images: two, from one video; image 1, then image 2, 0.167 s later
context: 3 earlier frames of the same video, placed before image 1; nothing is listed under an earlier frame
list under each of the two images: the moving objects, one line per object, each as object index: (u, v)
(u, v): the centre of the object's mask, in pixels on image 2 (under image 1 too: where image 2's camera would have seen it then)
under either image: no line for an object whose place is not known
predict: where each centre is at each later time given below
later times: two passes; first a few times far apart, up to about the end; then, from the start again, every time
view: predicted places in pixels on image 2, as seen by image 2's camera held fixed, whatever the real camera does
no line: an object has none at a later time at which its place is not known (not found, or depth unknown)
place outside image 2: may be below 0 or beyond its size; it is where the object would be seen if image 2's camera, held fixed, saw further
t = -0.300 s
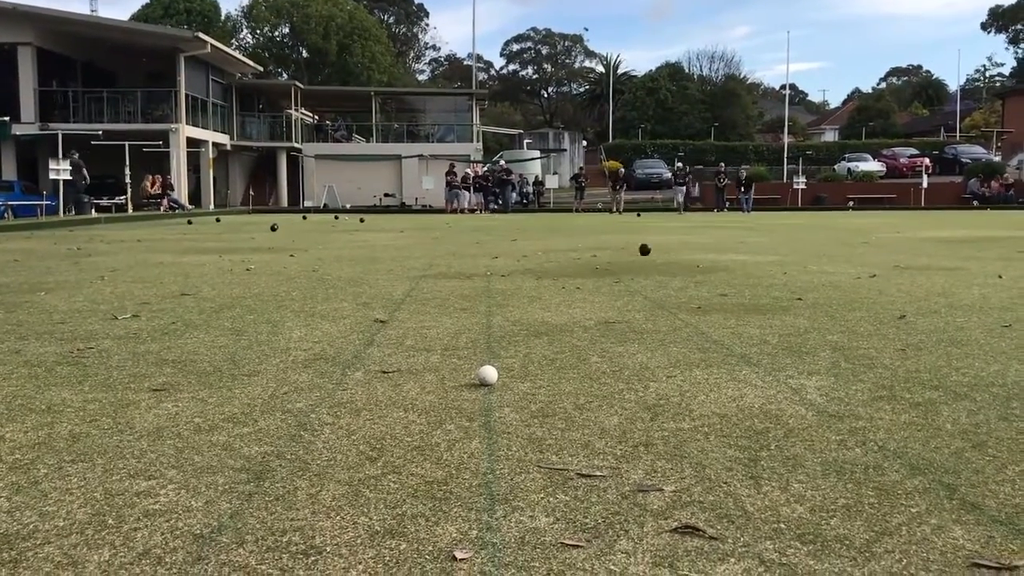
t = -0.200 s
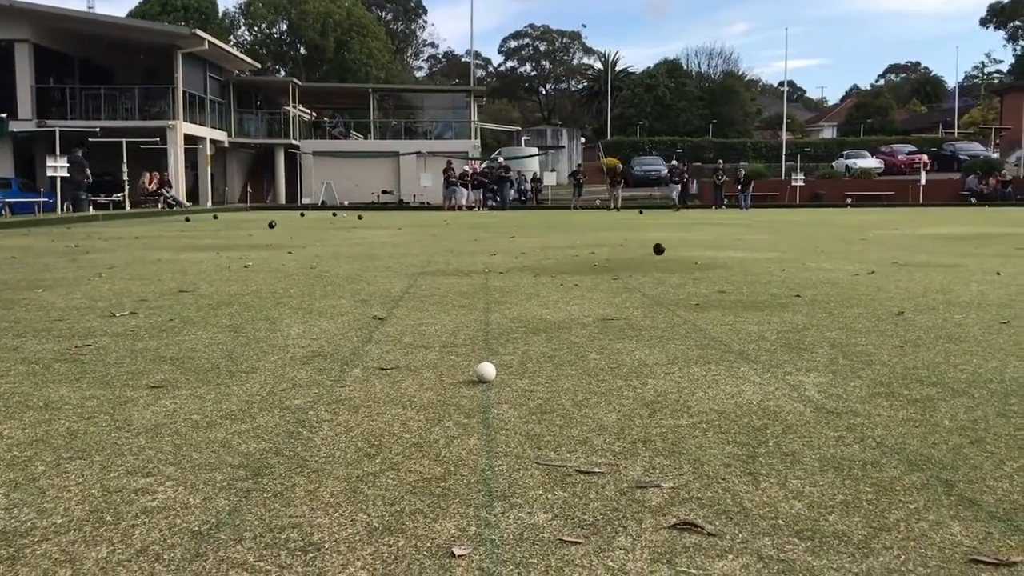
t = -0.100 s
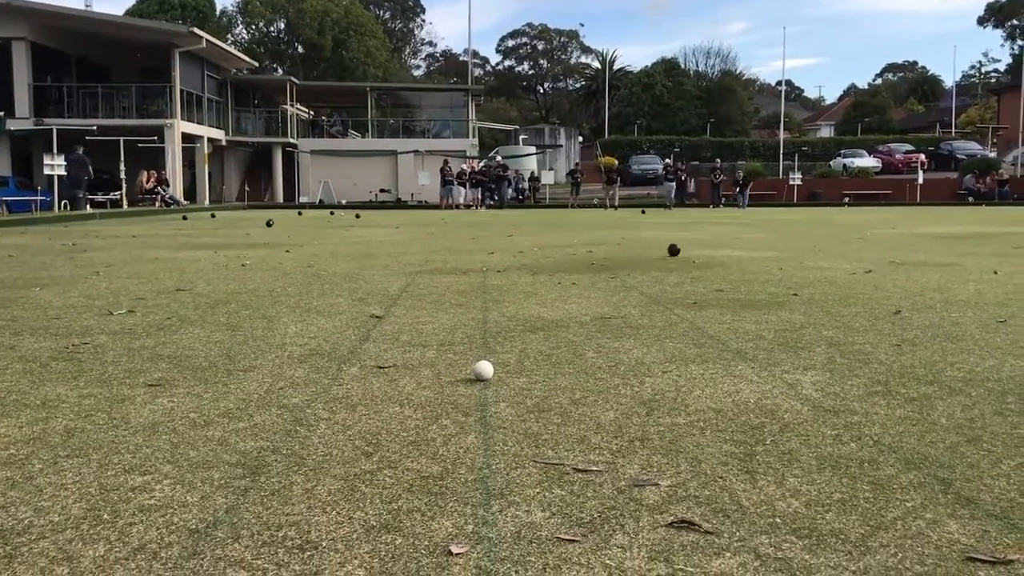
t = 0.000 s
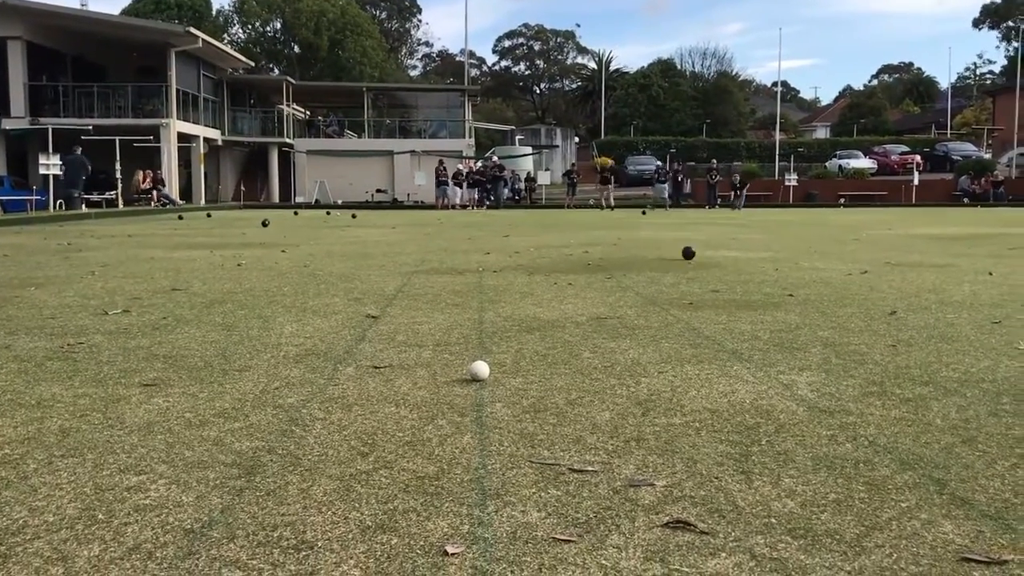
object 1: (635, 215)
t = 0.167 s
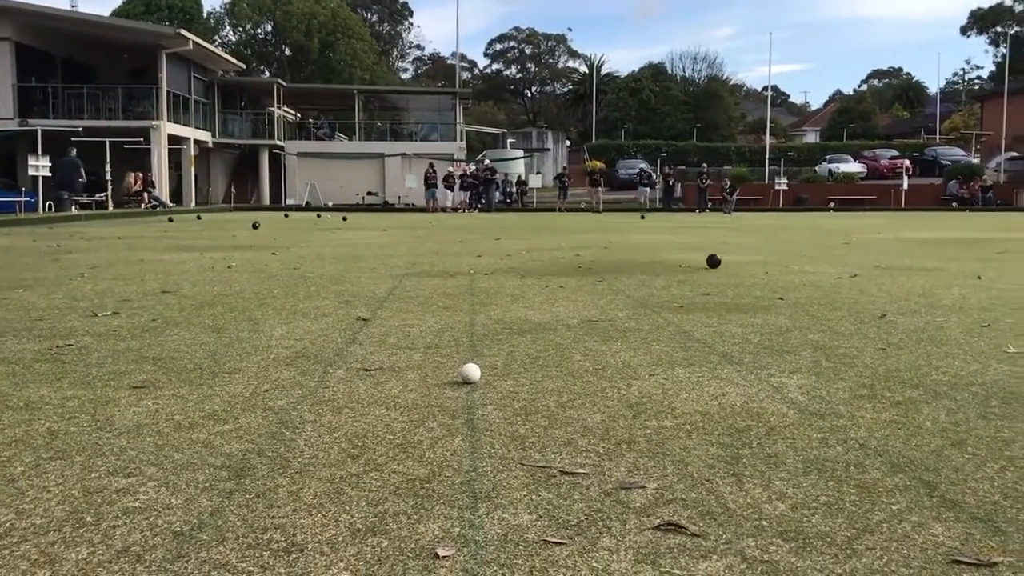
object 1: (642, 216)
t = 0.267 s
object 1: (646, 217)
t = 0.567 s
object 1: (662, 219)
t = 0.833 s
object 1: (676, 221)
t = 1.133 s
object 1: (694, 224)
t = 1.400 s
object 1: (708, 226)
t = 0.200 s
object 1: (644, 216)
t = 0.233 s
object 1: (645, 216)
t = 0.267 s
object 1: (646, 217)
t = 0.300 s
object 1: (648, 217)
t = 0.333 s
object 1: (650, 218)
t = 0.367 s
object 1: (652, 218)
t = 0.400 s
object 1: (653, 218)
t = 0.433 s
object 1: (655, 218)
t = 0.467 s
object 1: (657, 218)
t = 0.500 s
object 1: (658, 219)
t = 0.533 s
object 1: (660, 219)
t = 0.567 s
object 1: (662, 219)
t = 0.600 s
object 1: (664, 219)
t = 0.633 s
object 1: (666, 220)
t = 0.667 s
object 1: (667, 220)
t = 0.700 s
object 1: (668, 220)
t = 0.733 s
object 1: (671, 220)
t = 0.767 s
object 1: (673, 221)
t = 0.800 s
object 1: (674, 221)
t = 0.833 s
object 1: (676, 221)
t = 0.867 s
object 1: (678, 222)
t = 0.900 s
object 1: (680, 221)
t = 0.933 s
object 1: (682, 222)
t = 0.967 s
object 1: (684, 222)
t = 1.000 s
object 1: (686, 223)
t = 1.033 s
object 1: (688, 223)
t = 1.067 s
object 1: (690, 223)
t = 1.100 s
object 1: (692, 223)
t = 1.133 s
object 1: (694, 224)
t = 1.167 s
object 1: (695, 224)
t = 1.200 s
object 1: (697, 224)
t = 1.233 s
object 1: (699, 224)
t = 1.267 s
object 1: (701, 225)
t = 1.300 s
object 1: (703, 225)
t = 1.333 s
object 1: (705, 225)
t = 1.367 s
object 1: (706, 225)
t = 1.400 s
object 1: (708, 226)
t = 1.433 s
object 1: (710, 226)
